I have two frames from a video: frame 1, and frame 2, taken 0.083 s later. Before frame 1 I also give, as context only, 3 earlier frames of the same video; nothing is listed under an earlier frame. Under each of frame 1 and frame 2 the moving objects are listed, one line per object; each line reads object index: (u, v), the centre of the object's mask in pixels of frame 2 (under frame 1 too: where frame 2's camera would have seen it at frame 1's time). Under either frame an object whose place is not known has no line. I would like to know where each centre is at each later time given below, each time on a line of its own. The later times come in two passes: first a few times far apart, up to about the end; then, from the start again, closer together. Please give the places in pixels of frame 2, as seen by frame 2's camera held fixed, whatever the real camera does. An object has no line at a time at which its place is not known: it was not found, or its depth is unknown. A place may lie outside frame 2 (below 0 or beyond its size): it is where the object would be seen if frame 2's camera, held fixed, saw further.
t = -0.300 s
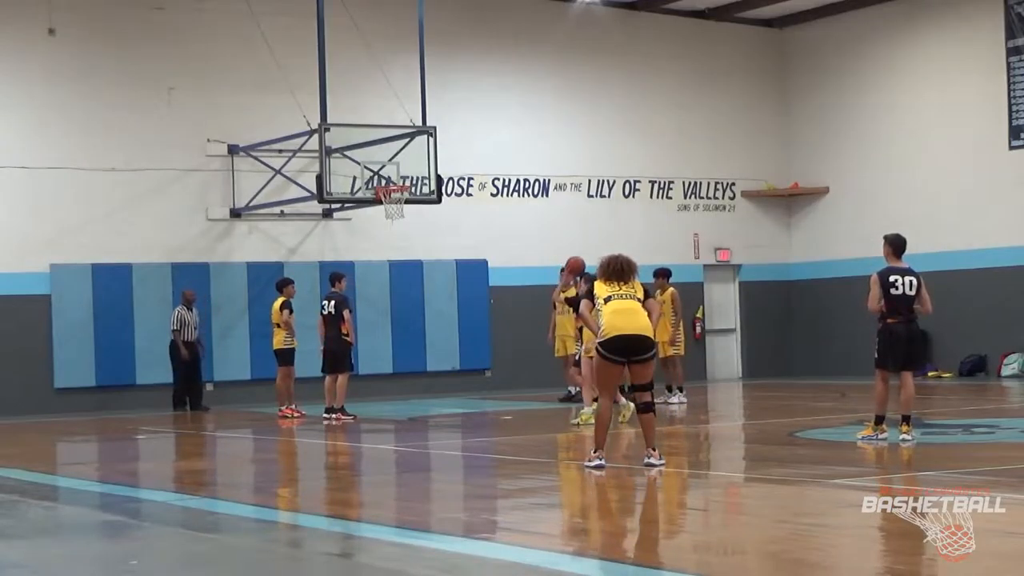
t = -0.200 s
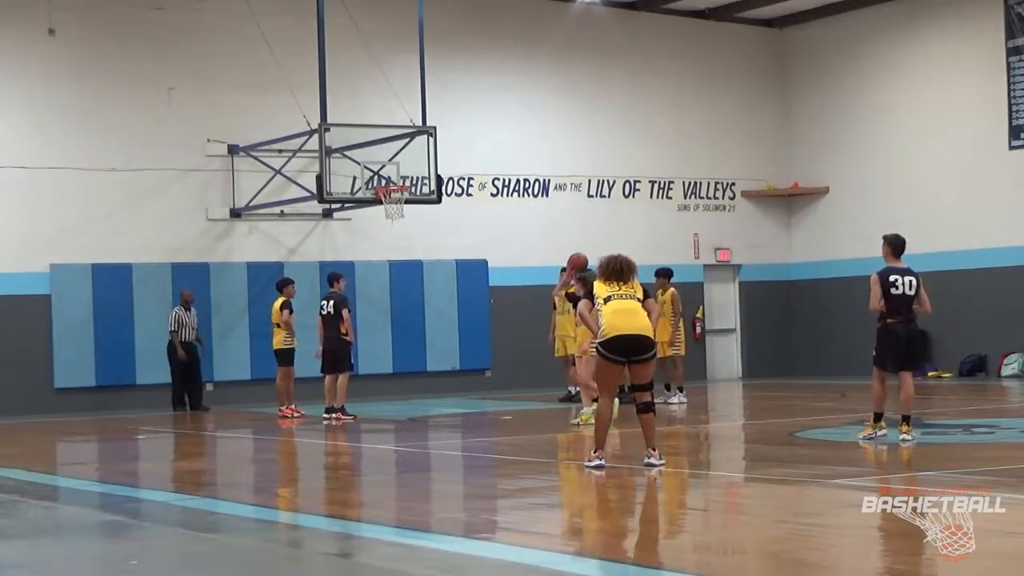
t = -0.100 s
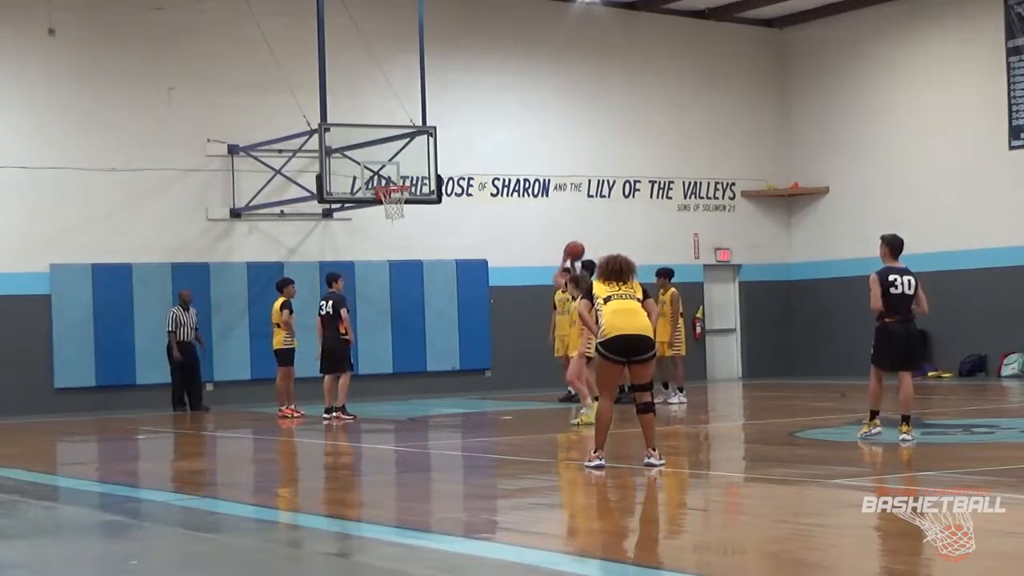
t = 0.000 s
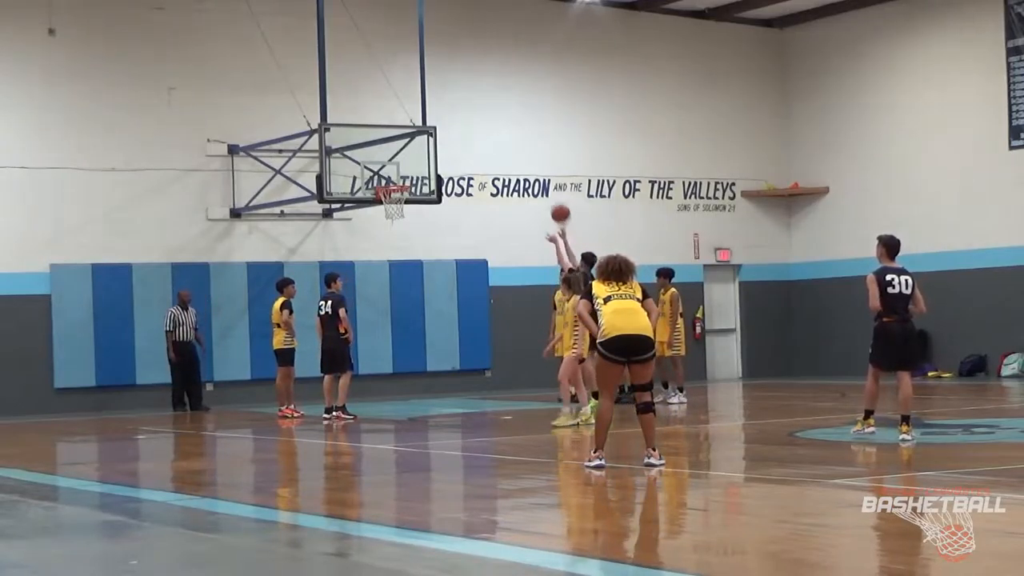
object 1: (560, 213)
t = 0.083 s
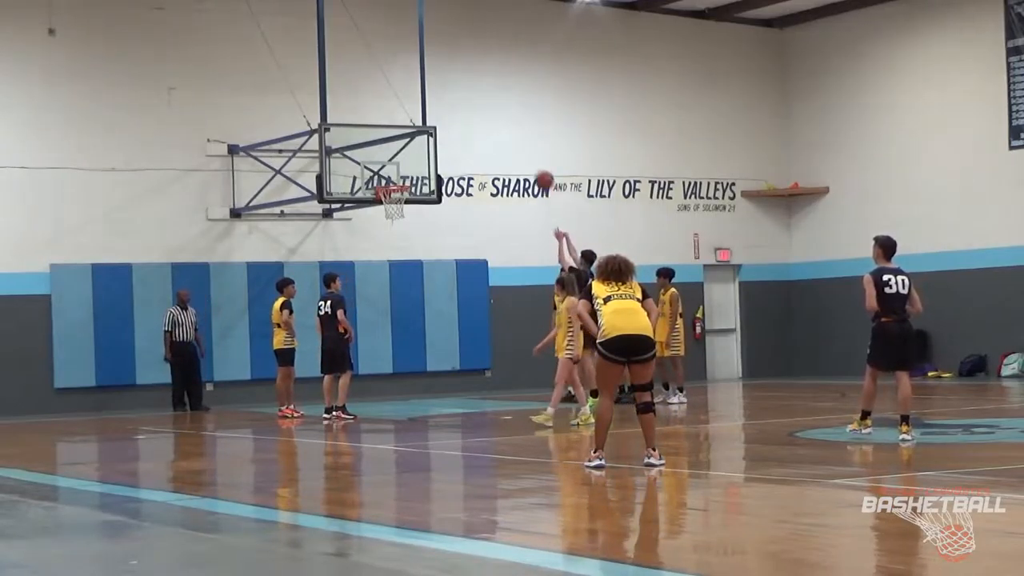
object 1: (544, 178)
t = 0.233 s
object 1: (517, 135)
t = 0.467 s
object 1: (478, 105)
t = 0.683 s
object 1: (447, 114)
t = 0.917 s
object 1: (417, 160)
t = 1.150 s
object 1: (414, 162)
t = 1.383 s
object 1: (421, 171)
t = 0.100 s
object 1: (541, 173)
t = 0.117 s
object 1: (537, 167)
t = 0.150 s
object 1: (532, 157)
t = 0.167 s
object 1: (528, 152)
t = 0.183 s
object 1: (525, 148)
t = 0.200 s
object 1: (522, 143)
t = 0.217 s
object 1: (519, 139)
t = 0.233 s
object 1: (517, 135)
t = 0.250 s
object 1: (514, 132)
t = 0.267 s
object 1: (511, 129)
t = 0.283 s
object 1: (508, 125)
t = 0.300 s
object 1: (505, 122)
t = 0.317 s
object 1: (502, 120)
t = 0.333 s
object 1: (500, 117)
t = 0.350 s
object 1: (497, 115)
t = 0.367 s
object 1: (494, 113)
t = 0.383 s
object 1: (491, 111)
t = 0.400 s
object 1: (489, 110)
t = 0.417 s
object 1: (486, 108)
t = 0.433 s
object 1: (484, 107)
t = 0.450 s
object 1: (481, 106)
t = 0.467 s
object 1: (478, 105)
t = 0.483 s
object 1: (476, 105)
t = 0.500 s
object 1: (474, 104)
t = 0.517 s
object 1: (471, 104)
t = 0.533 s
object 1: (468, 104)
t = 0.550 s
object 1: (466, 105)
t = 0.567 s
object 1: (464, 105)
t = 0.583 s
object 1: (461, 106)
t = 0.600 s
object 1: (459, 106)
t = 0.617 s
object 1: (457, 108)
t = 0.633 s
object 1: (454, 109)
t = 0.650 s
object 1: (452, 110)
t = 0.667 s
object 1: (450, 112)
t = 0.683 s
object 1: (447, 114)
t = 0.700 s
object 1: (445, 116)
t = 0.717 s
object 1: (442, 118)
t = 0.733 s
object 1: (440, 121)
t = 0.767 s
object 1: (436, 126)
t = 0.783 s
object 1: (434, 129)
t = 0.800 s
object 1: (432, 132)
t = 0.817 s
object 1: (429, 135)
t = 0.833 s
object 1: (427, 139)
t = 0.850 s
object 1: (425, 142)
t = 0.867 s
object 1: (423, 146)
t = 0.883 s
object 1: (420, 151)
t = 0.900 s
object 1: (419, 155)
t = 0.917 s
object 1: (417, 160)
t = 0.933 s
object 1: (414, 164)
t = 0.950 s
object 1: (412, 169)
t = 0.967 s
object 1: (411, 174)
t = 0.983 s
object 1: (409, 178)
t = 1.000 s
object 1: (409, 176)
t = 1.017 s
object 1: (410, 174)
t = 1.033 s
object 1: (410, 172)
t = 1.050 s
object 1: (411, 170)
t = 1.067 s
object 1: (411, 168)
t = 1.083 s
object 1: (412, 166)
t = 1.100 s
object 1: (412, 165)
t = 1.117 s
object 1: (413, 164)
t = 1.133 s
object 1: (413, 163)
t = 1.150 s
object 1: (414, 162)
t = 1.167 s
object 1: (414, 162)
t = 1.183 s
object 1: (415, 161)
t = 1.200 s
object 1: (415, 161)
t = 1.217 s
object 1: (415, 161)
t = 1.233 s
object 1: (416, 161)
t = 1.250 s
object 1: (417, 161)
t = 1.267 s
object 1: (417, 162)
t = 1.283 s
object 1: (418, 162)
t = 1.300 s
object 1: (418, 163)
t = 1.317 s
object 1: (419, 164)
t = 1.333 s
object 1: (419, 165)
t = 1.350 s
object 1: (419, 167)
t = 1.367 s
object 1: (420, 169)
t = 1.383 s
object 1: (421, 171)
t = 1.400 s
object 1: (421, 172)
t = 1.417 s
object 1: (422, 175)
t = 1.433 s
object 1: (423, 177)
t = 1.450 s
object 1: (423, 179)
